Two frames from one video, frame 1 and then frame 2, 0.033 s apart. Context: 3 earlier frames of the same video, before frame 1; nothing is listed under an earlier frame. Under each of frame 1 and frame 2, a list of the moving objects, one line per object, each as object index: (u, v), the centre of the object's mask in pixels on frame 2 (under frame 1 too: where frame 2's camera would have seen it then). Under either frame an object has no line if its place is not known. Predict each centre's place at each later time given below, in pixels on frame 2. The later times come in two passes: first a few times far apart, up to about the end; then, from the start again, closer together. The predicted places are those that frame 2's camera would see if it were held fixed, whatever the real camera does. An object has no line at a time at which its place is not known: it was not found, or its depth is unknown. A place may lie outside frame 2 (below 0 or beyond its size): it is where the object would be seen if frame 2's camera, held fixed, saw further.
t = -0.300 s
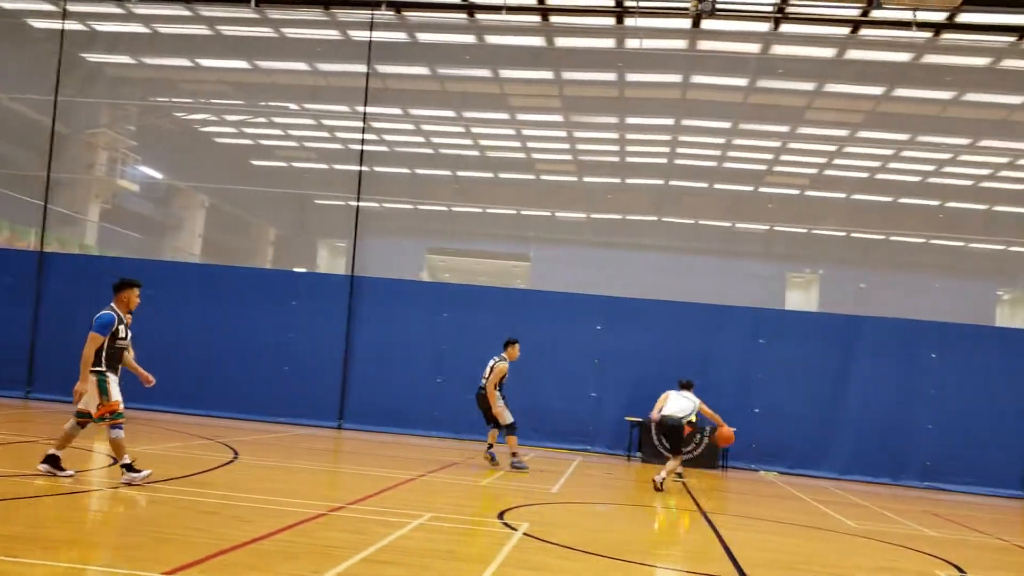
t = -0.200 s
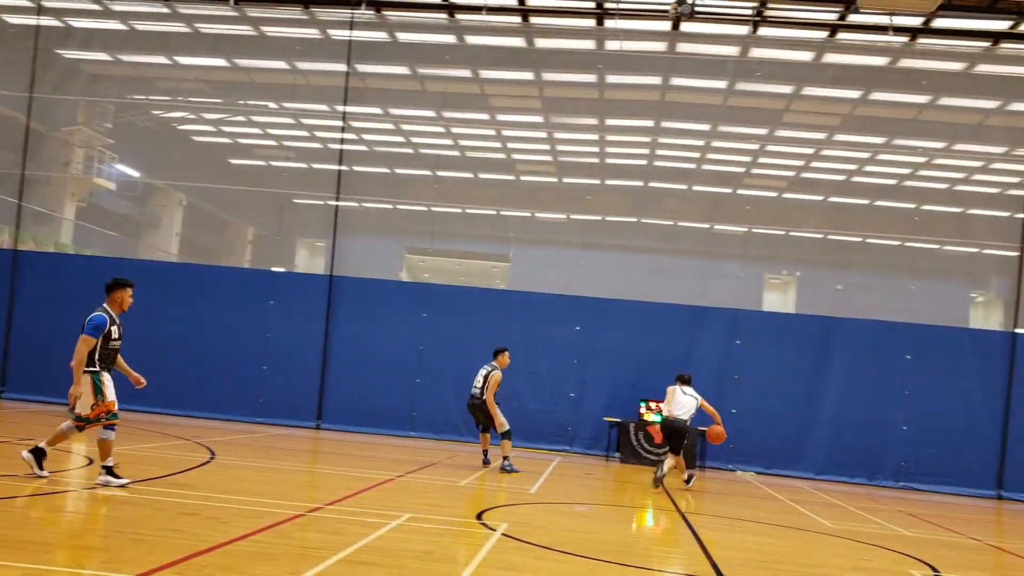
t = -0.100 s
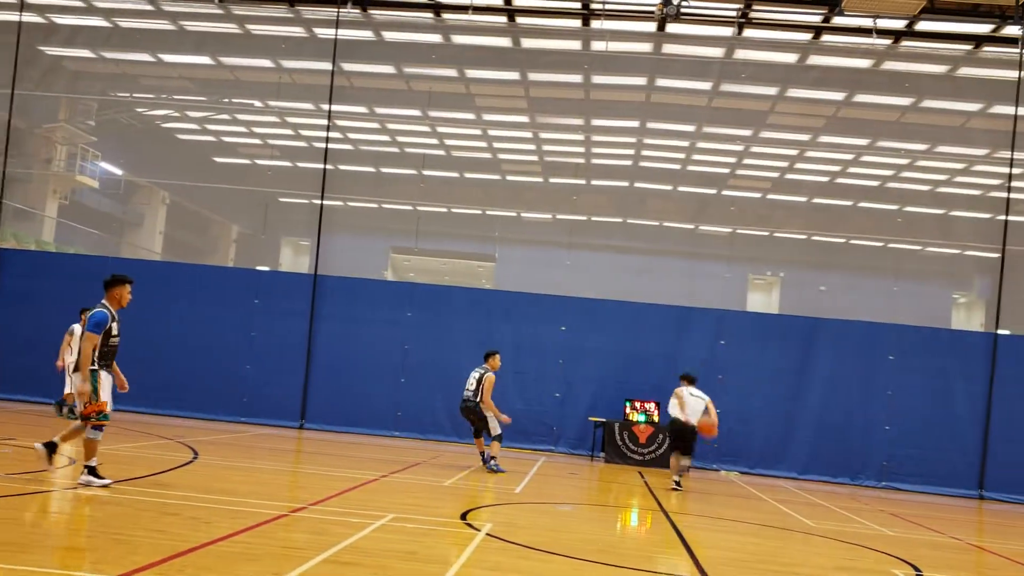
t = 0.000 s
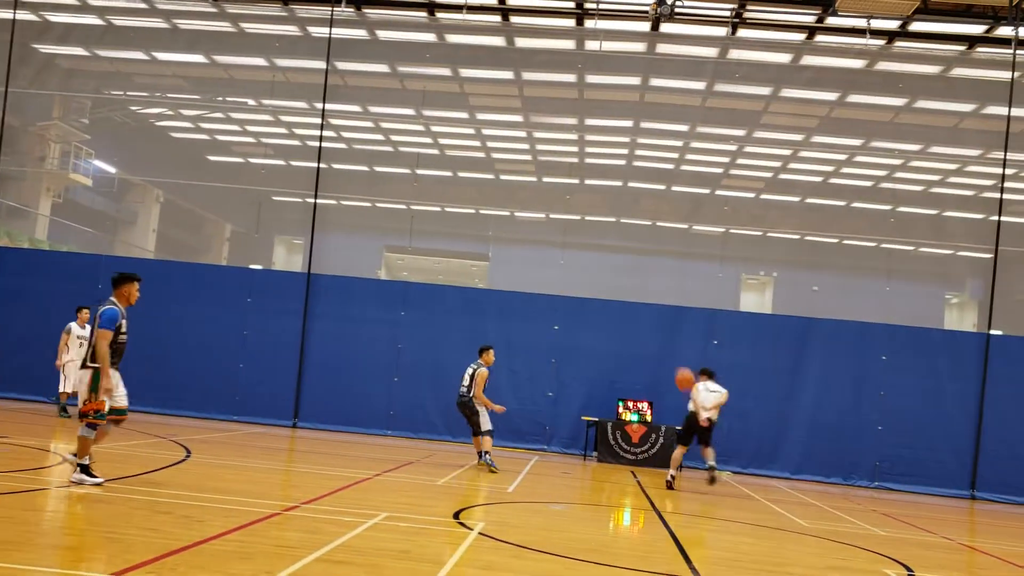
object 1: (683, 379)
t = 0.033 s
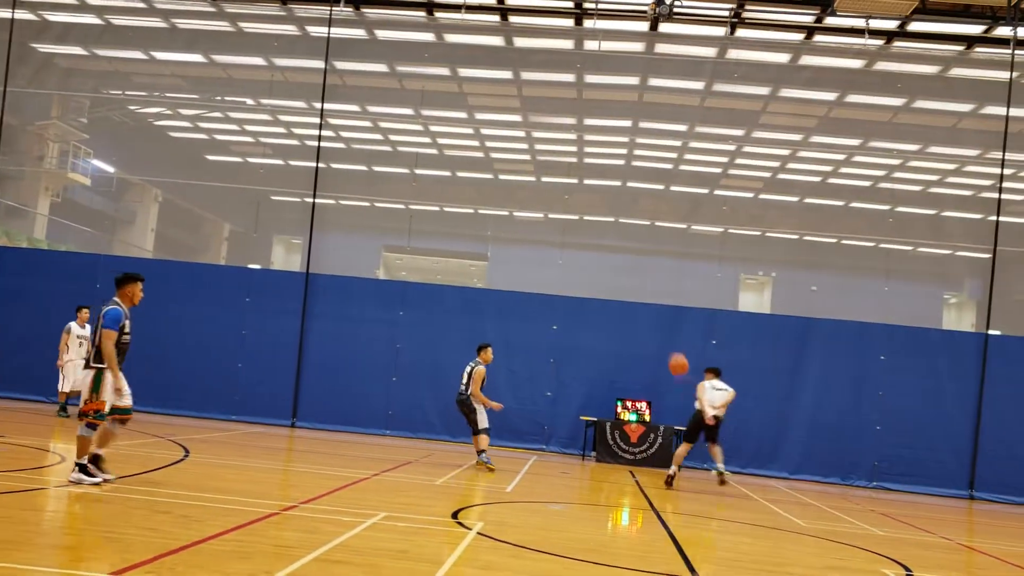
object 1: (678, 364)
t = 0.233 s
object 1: (649, 300)
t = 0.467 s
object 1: (611, 260)
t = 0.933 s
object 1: (521, 311)
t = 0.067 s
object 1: (673, 352)
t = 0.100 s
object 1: (669, 339)
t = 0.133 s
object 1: (664, 328)
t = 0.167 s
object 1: (660, 317)
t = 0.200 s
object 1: (654, 309)
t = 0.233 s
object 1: (649, 300)
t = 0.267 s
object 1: (643, 290)
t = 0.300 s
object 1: (639, 284)
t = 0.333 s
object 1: (633, 277)
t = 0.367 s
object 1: (627, 271)
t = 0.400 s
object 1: (622, 267)
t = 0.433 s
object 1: (616, 264)
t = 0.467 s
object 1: (611, 260)
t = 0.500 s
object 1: (605, 258)
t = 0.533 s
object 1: (600, 257)
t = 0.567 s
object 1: (594, 256)
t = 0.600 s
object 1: (588, 257)
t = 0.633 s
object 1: (582, 258)
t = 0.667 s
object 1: (576, 260)
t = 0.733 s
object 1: (562, 268)
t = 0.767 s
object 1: (557, 272)
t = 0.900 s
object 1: (530, 302)
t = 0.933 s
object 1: (521, 311)
